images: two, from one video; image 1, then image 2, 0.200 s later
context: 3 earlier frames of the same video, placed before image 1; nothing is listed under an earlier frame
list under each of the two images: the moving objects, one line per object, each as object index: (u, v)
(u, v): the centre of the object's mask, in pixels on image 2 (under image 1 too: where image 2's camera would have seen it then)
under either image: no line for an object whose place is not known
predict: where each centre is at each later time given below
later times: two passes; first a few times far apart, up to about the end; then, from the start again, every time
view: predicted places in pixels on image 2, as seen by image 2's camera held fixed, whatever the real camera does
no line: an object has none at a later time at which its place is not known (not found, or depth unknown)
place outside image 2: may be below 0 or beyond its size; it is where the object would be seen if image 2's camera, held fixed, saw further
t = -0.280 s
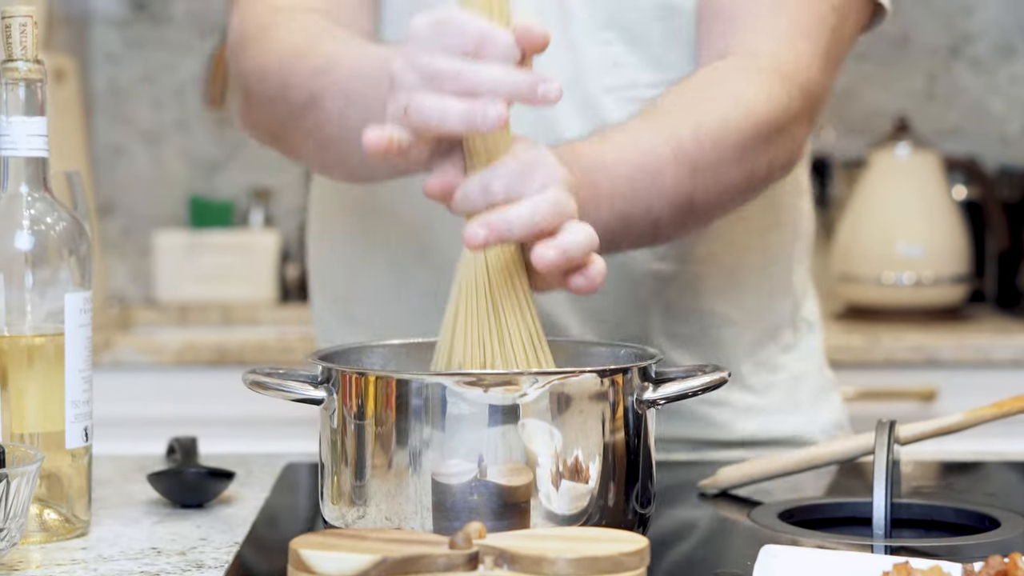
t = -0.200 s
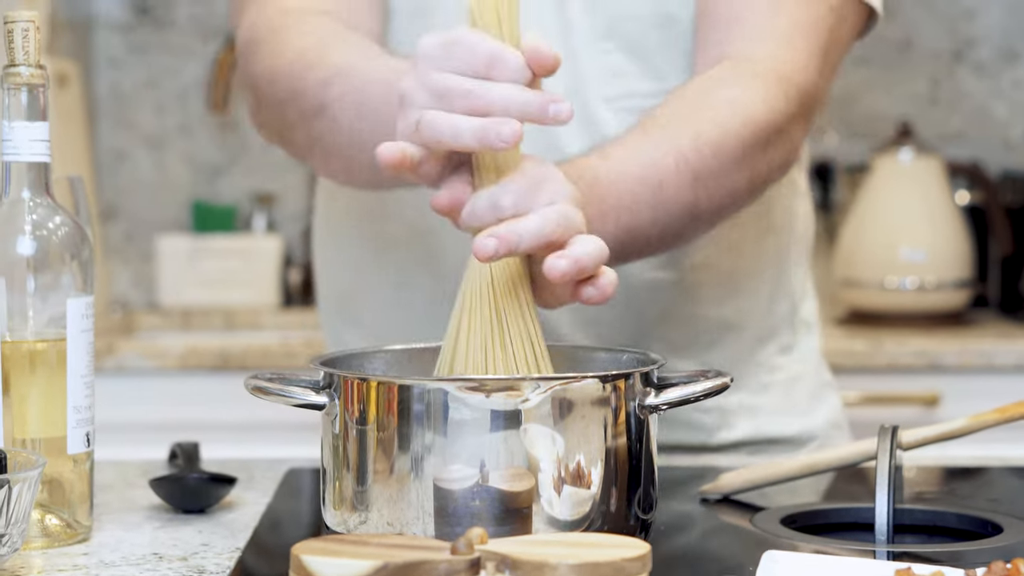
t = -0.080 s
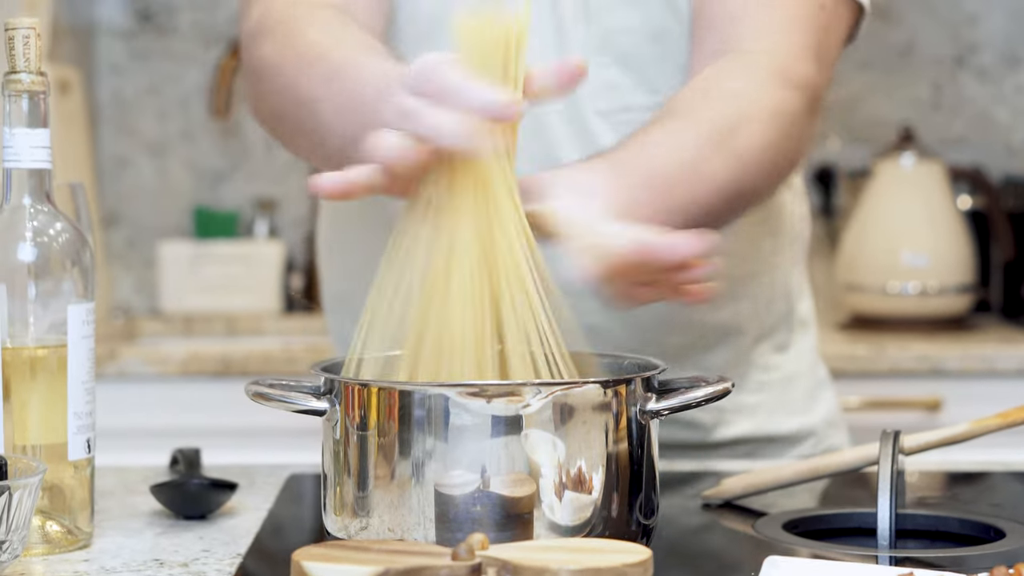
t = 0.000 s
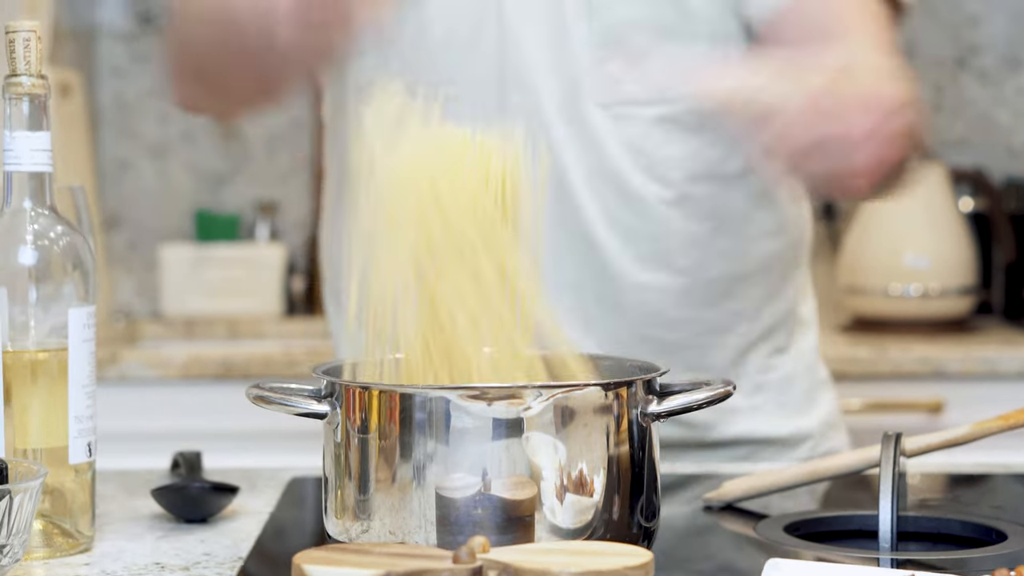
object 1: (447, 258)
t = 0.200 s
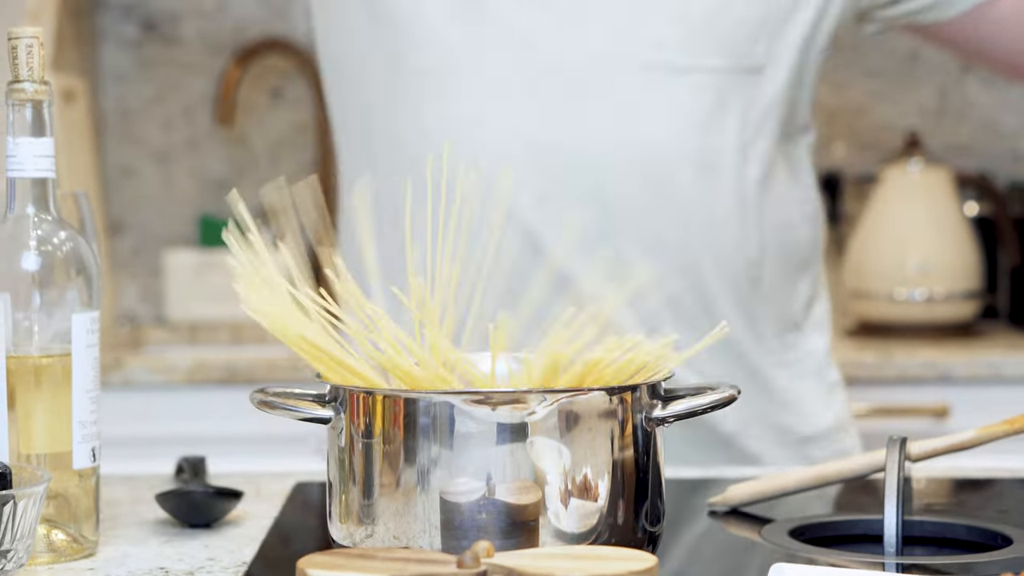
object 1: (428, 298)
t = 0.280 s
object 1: (437, 328)
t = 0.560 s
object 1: (466, 346)
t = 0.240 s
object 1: (429, 320)
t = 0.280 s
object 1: (437, 328)
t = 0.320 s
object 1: (450, 331)
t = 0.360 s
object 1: (466, 334)
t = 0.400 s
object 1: (460, 343)
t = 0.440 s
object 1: (462, 344)
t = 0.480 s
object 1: (465, 345)
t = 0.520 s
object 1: (465, 345)
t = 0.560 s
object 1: (466, 346)
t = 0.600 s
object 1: (465, 345)
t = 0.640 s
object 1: (466, 345)
